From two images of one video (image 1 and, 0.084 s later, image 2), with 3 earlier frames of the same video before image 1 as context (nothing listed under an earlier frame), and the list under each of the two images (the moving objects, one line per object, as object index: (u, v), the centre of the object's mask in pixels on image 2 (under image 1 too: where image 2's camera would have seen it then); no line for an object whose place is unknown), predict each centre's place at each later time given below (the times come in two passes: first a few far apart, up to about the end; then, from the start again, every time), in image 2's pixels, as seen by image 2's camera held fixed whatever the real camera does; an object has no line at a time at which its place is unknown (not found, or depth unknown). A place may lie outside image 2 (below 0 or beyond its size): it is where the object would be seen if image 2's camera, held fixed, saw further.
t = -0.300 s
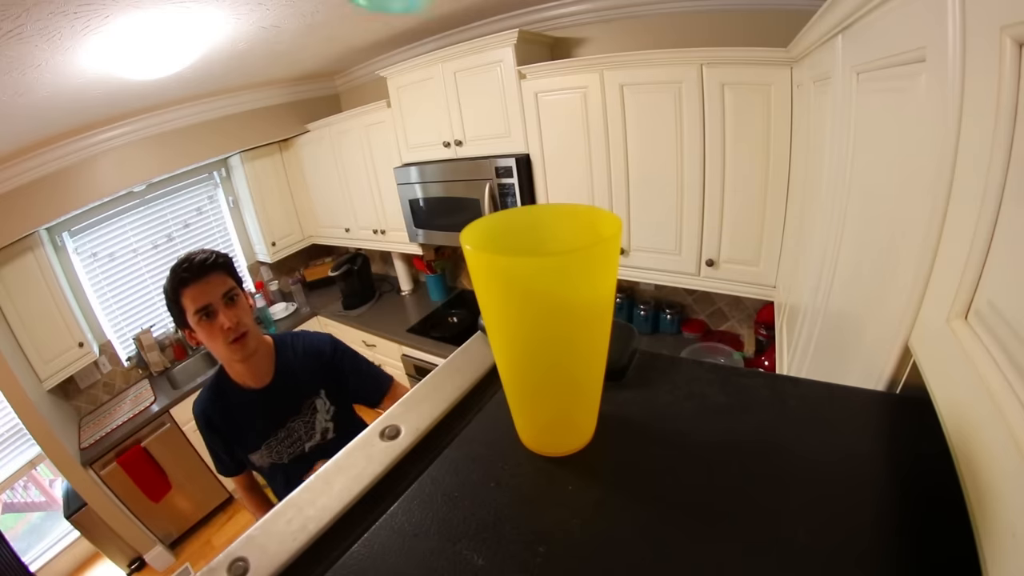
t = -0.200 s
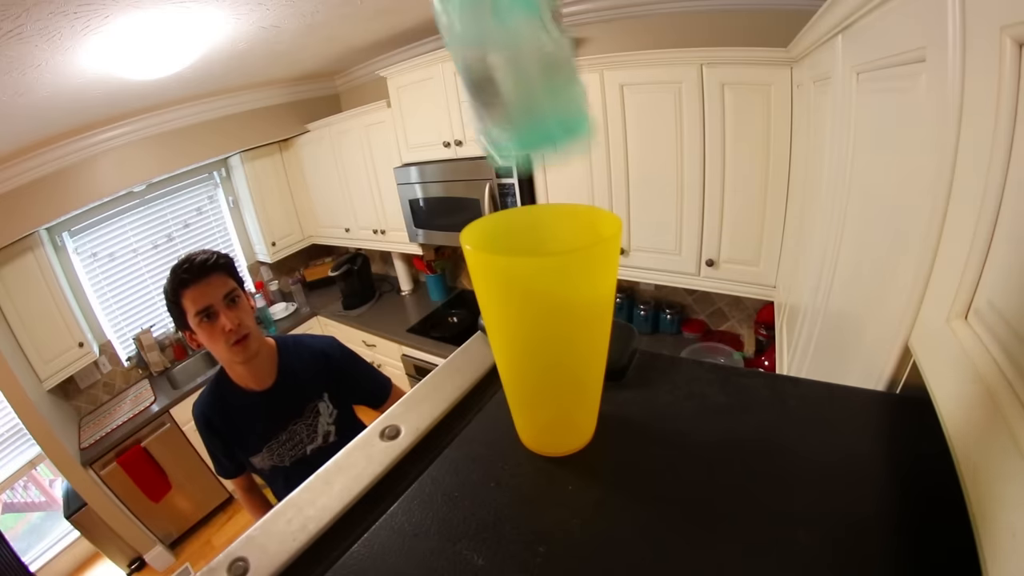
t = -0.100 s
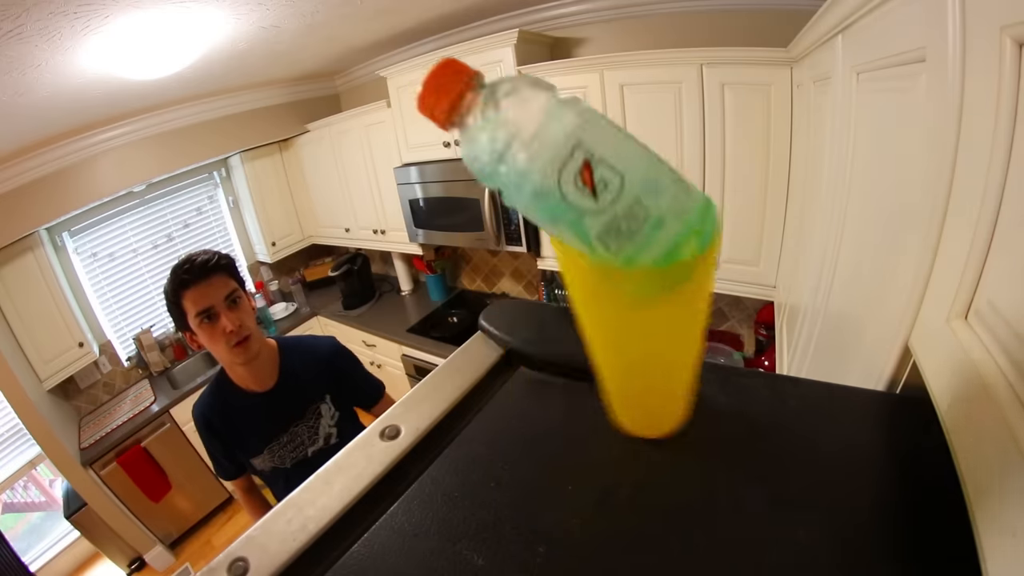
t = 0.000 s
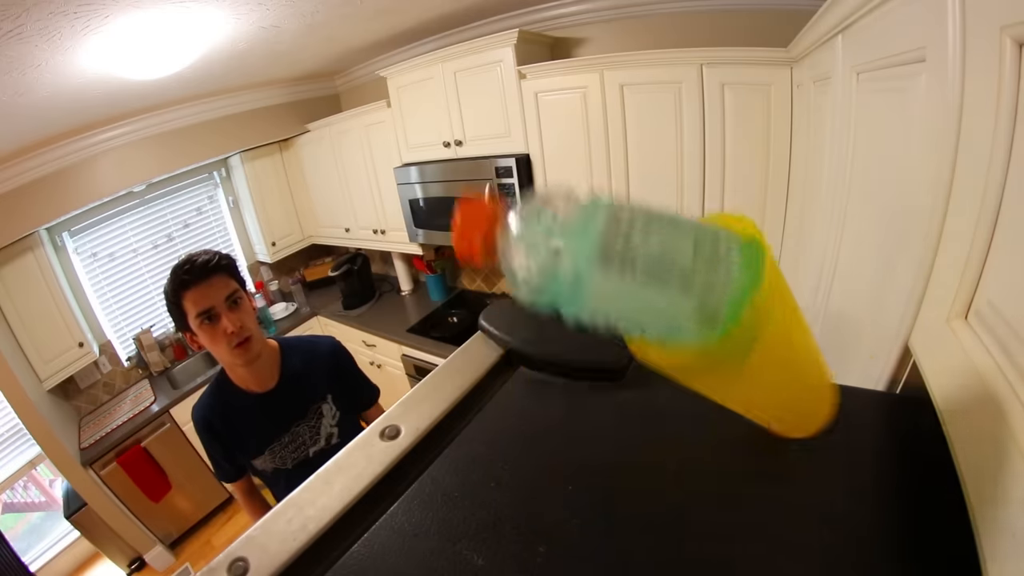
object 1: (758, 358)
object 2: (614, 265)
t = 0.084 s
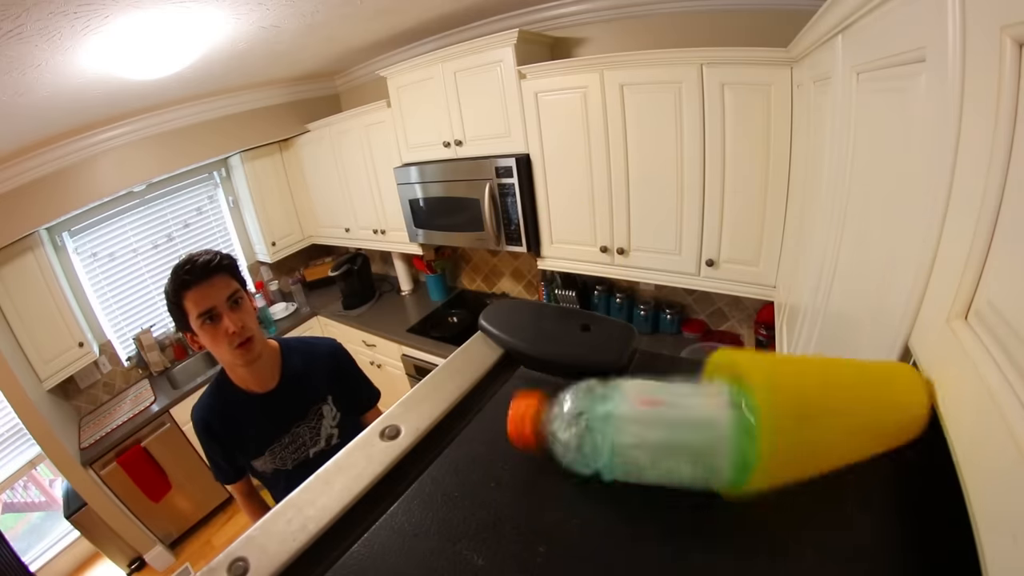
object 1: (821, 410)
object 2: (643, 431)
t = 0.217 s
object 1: (839, 418)
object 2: (681, 465)
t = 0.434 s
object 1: (844, 425)
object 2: (690, 496)
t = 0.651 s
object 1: (845, 427)
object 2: (694, 498)
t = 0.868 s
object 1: (840, 422)
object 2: (689, 491)
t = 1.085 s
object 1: (835, 417)
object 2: (685, 485)
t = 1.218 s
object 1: (832, 415)
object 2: (683, 482)
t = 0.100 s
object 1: (832, 420)
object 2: (653, 434)
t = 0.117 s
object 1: (832, 413)
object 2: (659, 442)
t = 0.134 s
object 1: (831, 413)
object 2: (663, 446)
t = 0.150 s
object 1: (833, 415)
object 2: (669, 451)
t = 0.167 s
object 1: (835, 416)
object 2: (674, 455)
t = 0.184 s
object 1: (837, 418)
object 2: (678, 459)
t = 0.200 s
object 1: (838, 418)
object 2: (680, 462)
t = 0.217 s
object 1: (839, 418)
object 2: (681, 465)
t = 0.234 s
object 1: (839, 419)
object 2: (681, 468)
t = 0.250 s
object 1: (839, 419)
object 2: (681, 471)
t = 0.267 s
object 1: (839, 419)
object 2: (682, 474)
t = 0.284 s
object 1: (839, 419)
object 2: (682, 477)
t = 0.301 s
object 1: (839, 419)
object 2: (683, 479)
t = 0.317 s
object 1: (839, 419)
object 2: (683, 481)
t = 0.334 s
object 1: (839, 419)
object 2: (684, 483)
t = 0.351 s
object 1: (840, 419)
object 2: (685, 486)
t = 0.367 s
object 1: (841, 420)
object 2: (687, 488)
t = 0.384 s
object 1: (841, 420)
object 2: (688, 490)
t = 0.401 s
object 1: (842, 421)
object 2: (689, 492)
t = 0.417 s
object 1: (843, 422)
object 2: (690, 494)
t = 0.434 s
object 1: (844, 425)
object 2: (690, 496)
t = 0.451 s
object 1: (845, 425)
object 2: (693, 497)
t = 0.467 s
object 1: (845, 426)
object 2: (694, 498)
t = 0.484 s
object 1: (845, 426)
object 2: (695, 498)
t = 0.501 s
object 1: (845, 426)
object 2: (695, 498)
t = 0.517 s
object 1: (845, 426)
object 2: (695, 498)
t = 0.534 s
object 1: (845, 426)
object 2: (695, 498)
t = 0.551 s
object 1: (845, 427)
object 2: (695, 498)
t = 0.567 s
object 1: (845, 427)
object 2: (695, 498)
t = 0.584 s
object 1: (845, 427)
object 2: (695, 498)
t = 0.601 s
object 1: (845, 426)
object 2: (695, 498)
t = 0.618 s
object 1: (845, 427)
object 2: (695, 498)
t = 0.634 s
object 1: (845, 427)
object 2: (694, 498)
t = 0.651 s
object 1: (845, 427)
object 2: (694, 498)
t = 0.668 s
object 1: (845, 427)
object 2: (694, 498)
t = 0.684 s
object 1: (845, 427)
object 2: (694, 498)
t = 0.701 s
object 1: (845, 427)
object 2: (695, 497)
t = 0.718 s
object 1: (845, 426)
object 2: (693, 497)
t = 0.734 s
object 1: (844, 426)
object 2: (693, 496)
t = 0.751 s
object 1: (844, 425)
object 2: (691, 496)
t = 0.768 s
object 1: (843, 425)
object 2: (692, 495)
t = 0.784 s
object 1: (842, 425)
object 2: (691, 494)
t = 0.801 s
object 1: (841, 424)
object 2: (690, 493)
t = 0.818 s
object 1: (841, 424)
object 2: (689, 493)
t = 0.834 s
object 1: (841, 423)
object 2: (689, 492)
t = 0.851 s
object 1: (840, 423)
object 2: (688, 492)
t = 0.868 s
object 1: (840, 422)
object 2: (689, 491)
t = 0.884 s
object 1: (839, 422)
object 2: (688, 491)
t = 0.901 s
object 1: (839, 422)
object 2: (688, 490)
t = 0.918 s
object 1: (839, 422)
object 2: (688, 490)
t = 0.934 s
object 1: (839, 421)
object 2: (688, 490)
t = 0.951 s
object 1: (838, 421)
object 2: (688, 489)
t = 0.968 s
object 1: (838, 421)
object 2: (688, 489)
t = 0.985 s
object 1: (838, 420)
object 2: (687, 488)
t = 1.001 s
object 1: (837, 420)
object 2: (687, 487)
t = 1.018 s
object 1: (837, 419)
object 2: (686, 487)
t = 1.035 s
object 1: (836, 419)
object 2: (686, 486)
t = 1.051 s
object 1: (836, 418)
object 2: (685, 486)
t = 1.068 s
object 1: (835, 417)
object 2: (685, 485)
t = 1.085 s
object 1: (835, 417)
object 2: (685, 485)
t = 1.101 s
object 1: (834, 417)
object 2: (685, 484)
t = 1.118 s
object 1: (834, 416)
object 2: (684, 484)
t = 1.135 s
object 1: (834, 416)
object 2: (684, 484)
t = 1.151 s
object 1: (833, 416)
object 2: (684, 484)
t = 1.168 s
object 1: (833, 416)
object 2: (684, 483)
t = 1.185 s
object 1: (833, 415)
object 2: (683, 483)
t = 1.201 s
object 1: (832, 415)
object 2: (683, 483)
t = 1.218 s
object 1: (832, 415)
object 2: (683, 482)
